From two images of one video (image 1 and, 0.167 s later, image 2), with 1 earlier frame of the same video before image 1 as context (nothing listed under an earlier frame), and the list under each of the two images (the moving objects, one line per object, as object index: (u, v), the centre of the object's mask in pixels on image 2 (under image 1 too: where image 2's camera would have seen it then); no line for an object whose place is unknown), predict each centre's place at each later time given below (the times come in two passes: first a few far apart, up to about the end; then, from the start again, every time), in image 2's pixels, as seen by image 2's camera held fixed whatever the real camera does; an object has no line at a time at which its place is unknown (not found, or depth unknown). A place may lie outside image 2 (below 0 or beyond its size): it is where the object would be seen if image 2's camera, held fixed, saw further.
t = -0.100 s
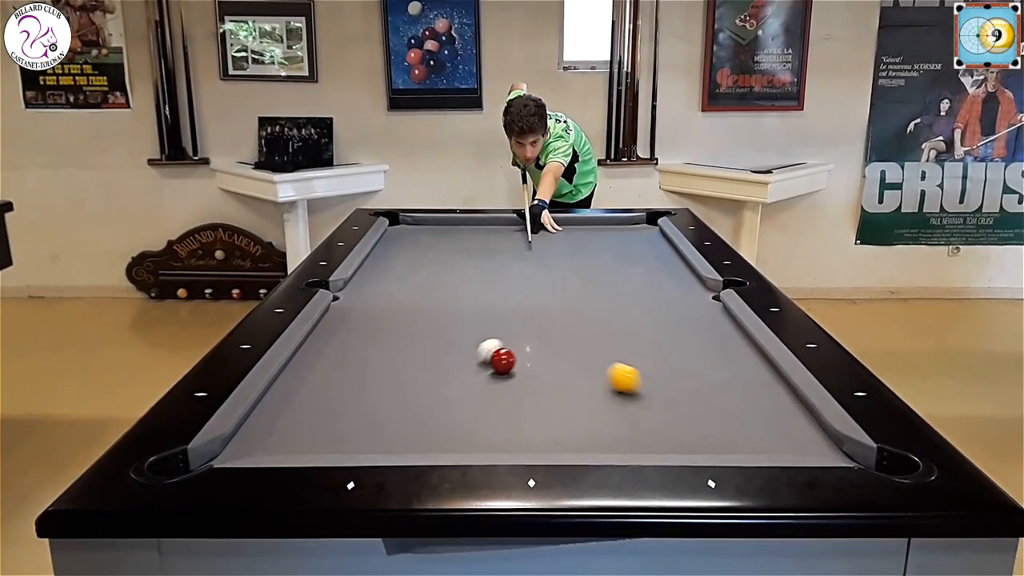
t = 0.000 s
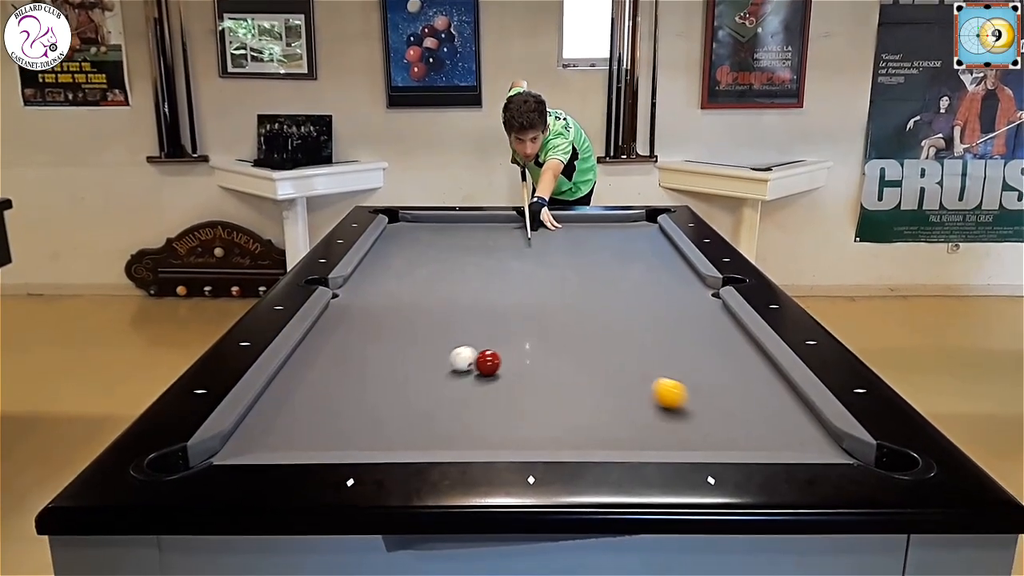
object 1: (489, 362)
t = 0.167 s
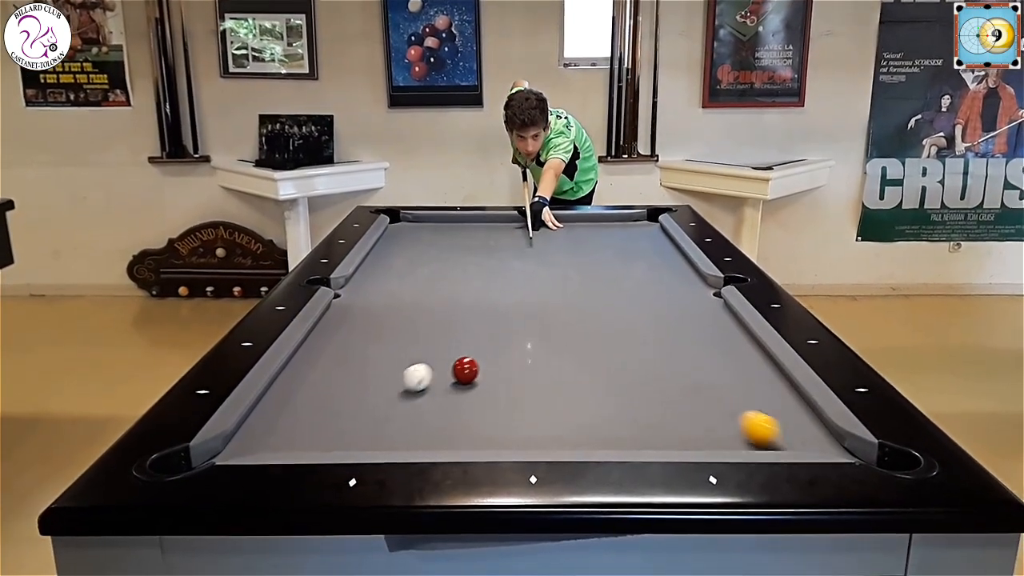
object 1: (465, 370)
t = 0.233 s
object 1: (455, 373)
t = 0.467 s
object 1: (422, 383)
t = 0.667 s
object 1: (394, 393)
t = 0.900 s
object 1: (362, 403)
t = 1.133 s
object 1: (333, 413)
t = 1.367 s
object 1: (305, 421)
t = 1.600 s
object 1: (280, 430)
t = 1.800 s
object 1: (262, 435)
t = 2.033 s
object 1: (243, 441)
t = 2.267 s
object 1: (227, 445)
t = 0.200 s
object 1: (460, 372)
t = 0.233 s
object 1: (455, 373)
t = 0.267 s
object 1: (451, 374)
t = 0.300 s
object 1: (446, 376)
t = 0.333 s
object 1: (441, 378)
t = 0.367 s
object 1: (436, 379)
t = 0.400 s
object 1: (431, 380)
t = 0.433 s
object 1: (427, 382)
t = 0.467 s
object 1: (422, 383)
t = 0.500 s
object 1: (417, 385)
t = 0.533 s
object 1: (413, 387)
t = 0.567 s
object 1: (408, 388)
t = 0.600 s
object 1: (403, 390)
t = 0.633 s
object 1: (398, 391)
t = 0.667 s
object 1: (394, 393)
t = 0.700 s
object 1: (389, 394)
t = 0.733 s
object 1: (385, 396)
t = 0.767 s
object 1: (380, 397)
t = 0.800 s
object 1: (376, 399)
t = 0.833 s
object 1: (371, 400)
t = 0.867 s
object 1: (367, 402)
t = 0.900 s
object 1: (362, 403)
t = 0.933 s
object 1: (358, 405)
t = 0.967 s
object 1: (354, 406)
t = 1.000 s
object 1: (349, 407)
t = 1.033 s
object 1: (345, 409)
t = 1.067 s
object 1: (341, 410)
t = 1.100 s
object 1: (337, 412)
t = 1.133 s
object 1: (333, 413)
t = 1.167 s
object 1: (329, 414)
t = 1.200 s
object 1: (324, 415)
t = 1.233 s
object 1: (320, 417)
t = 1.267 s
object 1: (316, 418)
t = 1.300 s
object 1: (313, 419)
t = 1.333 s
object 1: (309, 420)
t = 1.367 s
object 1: (305, 421)
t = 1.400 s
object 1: (301, 423)
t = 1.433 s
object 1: (298, 424)
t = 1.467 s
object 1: (294, 425)
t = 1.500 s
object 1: (290, 426)
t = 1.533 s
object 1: (287, 427)
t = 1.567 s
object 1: (283, 428)
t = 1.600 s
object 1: (280, 430)
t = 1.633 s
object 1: (277, 431)
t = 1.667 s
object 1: (274, 432)
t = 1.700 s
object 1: (270, 433)
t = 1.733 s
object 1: (267, 434)
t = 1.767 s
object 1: (264, 435)
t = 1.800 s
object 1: (262, 435)
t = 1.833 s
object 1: (258, 436)
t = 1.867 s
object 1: (255, 437)
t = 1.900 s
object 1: (253, 438)
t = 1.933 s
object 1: (250, 439)
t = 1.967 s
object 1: (248, 439)
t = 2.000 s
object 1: (245, 440)
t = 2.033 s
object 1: (243, 441)
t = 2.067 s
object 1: (240, 442)
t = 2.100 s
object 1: (238, 442)
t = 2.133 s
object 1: (236, 443)
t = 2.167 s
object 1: (233, 443)
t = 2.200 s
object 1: (231, 444)
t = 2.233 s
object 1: (229, 445)
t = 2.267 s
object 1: (227, 445)
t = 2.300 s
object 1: (225, 446)
